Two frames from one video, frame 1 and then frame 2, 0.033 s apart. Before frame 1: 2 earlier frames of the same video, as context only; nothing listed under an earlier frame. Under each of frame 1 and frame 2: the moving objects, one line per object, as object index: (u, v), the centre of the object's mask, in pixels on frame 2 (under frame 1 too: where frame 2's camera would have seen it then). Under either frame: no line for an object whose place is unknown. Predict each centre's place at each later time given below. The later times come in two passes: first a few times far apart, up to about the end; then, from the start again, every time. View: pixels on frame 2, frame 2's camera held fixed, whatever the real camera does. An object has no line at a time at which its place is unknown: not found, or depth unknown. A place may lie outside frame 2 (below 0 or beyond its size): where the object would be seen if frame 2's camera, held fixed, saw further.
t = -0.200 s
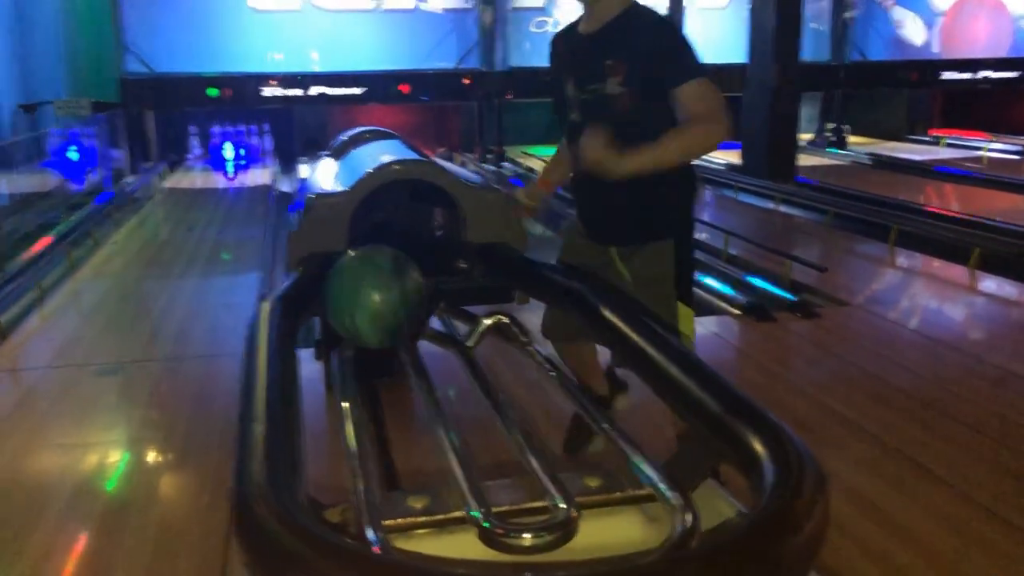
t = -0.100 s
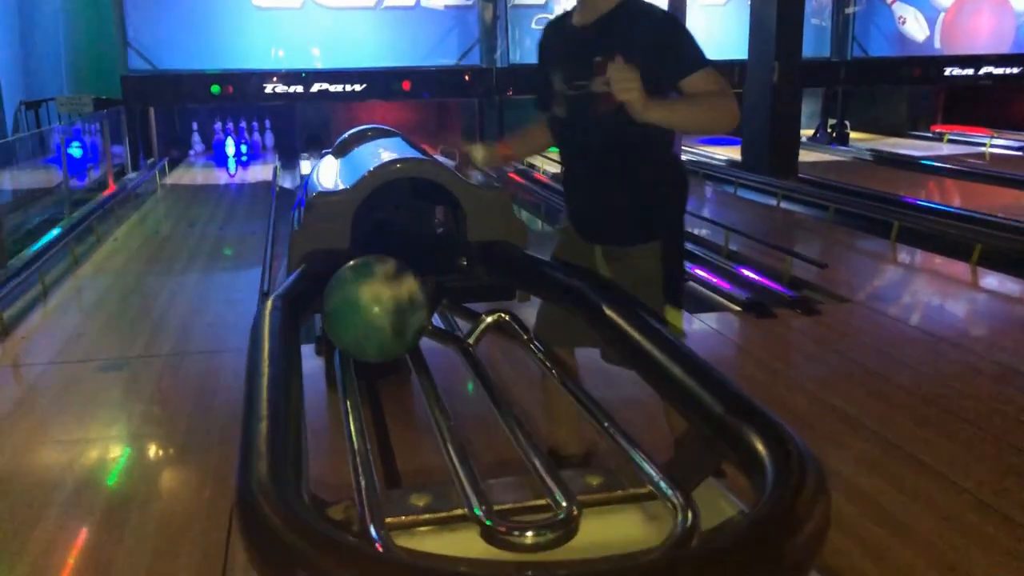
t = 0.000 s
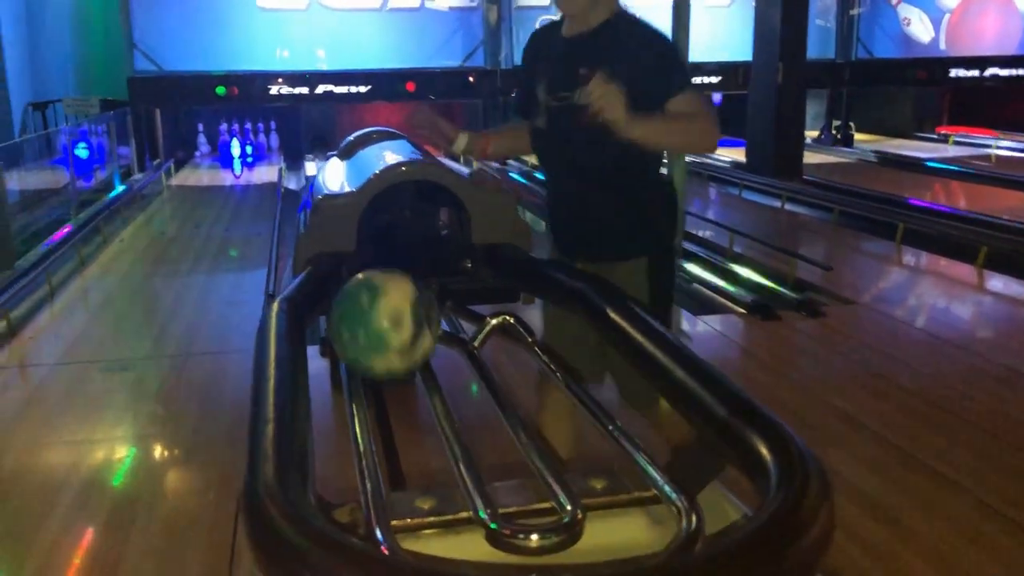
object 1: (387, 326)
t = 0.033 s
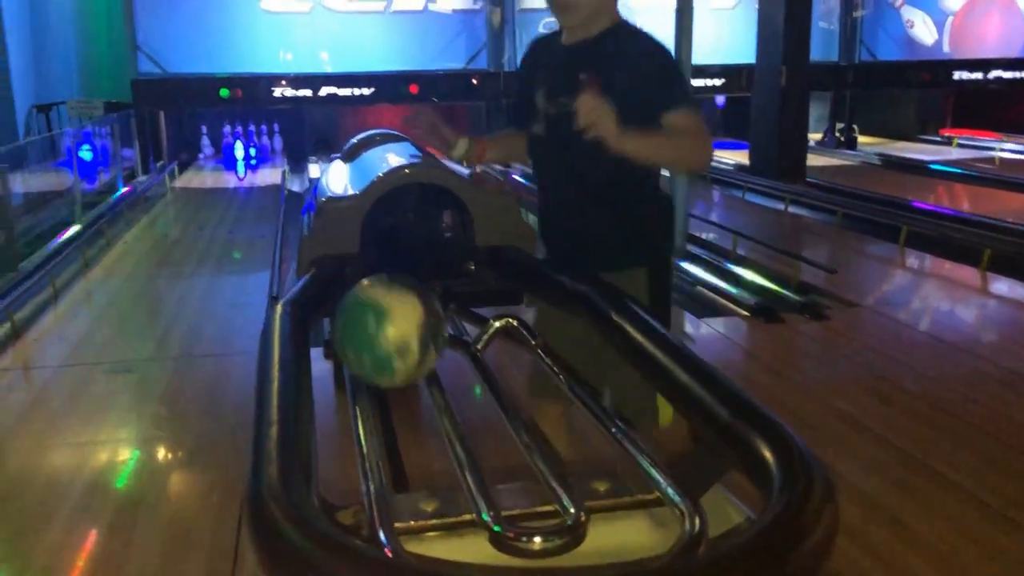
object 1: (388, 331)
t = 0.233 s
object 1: (399, 358)
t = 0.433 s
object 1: (411, 392)
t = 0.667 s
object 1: (427, 437)
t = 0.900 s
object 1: (473, 467)
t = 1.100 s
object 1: (586, 464)
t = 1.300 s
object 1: (635, 446)
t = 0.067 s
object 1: (388, 335)
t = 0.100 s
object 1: (390, 340)
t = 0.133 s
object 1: (394, 345)
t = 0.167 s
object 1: (395, 350)
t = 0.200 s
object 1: (397, 354)
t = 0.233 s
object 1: (399, 358)
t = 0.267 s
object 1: (402, 362)
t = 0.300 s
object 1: (404, 368)
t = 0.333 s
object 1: (405, 373)
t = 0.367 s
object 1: (408, 380)
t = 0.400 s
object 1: (409, 385)
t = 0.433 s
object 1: (411, 392)
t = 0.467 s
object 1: (413, 397)
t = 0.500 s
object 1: (416, 403)
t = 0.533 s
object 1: (418, 410)
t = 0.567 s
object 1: (420, 417)
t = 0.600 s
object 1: (422, 423)
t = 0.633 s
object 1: (424, 430)
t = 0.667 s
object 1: (427, 437)
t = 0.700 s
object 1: (430, 444)
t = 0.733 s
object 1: (433, 451)
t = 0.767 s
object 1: (434, 454)
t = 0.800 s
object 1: (439, 458)
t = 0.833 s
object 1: (447, 462)
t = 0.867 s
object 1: (459, 464)
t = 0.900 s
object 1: (473, 467)
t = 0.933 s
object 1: (489, 468)
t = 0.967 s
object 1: (510, 468)
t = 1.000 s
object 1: (532, 467)
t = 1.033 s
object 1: (550, 467)
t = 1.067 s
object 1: (570, 465)
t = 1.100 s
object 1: (586, 464)
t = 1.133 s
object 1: (603, 461)
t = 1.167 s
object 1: (615, 458)
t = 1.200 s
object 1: (624, 456)
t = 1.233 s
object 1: (632, 453)
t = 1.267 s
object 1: (635, 449)
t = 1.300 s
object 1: (635, 446)
